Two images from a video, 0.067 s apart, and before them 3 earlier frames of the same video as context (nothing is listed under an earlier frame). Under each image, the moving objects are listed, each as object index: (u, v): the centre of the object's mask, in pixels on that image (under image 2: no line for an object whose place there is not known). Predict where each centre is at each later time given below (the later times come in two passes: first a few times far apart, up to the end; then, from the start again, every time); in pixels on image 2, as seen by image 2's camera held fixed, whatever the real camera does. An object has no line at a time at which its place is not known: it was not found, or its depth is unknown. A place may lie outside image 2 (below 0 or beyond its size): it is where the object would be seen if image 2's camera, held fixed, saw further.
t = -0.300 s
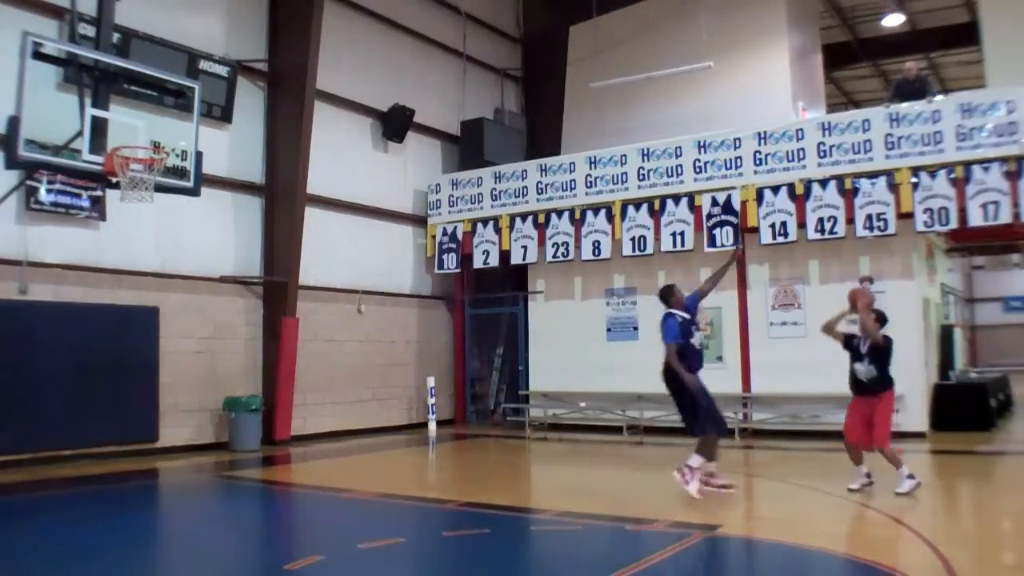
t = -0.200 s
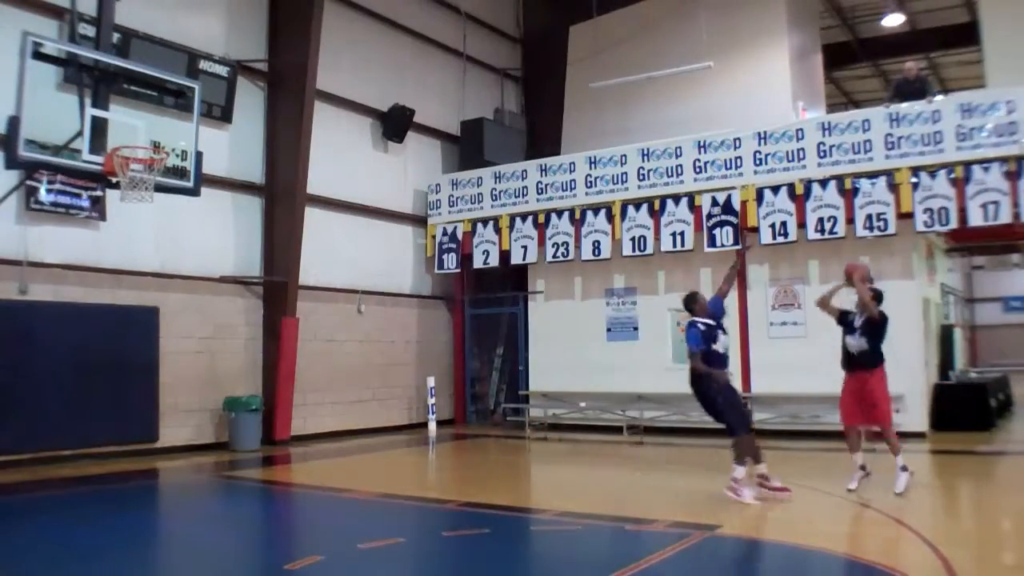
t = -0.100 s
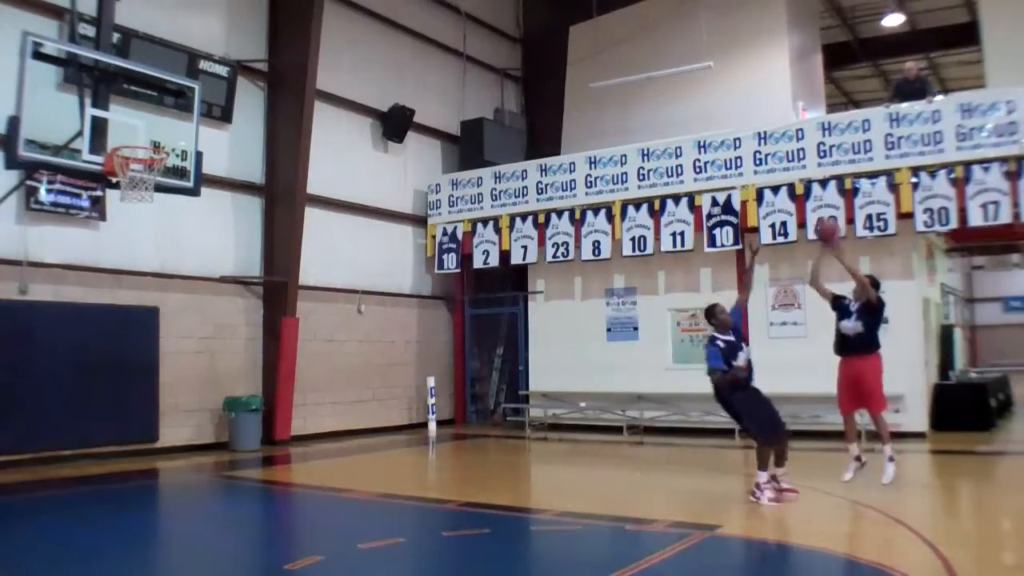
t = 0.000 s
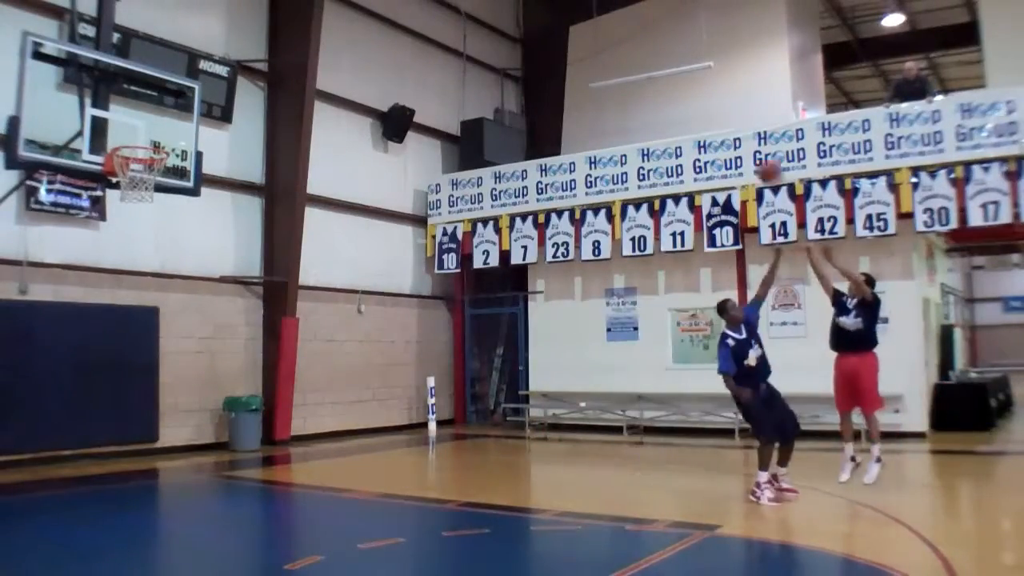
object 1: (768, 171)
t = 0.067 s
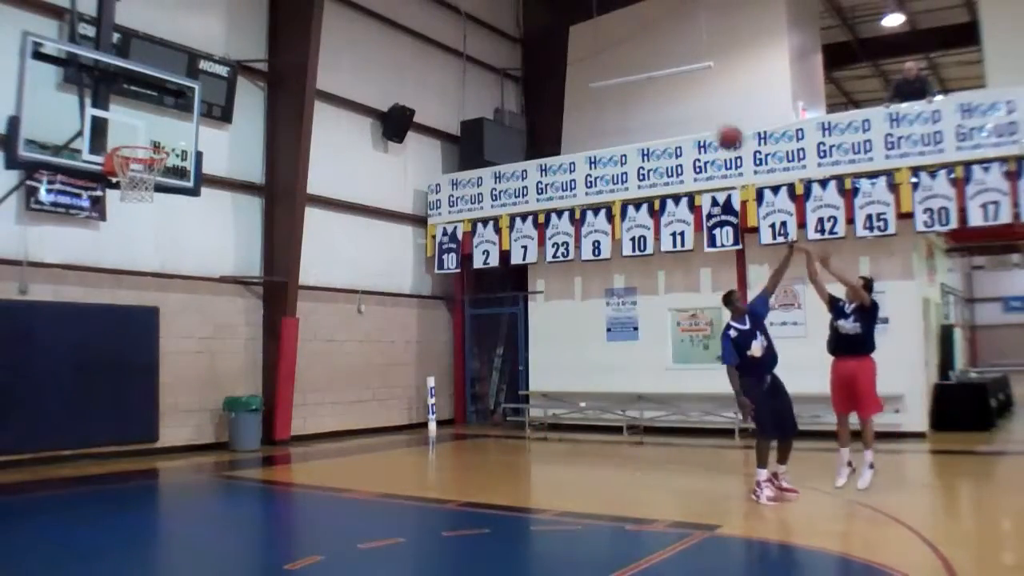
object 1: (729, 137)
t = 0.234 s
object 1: (631, 72)
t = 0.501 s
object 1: (475, 25)
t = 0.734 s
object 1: (337, 47)
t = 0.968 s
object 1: (197, 123)
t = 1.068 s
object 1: (165, 127)
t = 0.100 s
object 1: (710, 121)
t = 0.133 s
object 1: (690, 108)
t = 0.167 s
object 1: (671, 95)
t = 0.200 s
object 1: (651, 84)
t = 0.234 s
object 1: (631, 72)
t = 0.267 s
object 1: (613, 63)
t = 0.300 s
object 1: (593, 54)
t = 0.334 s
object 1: (574, 46)
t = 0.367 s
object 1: (554, 40)
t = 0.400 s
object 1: (536, 35)
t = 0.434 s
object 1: (517, 29)
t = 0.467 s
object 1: (497, 26)
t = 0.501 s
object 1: (475, 25)
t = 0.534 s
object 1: (456, 25)
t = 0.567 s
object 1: (435, 26)
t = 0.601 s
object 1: (418, 26)
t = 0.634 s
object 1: (397, 30)
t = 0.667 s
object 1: (377, 34)
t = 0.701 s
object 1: (356, 40)
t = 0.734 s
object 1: (337, 47)
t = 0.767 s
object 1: (317, 53)
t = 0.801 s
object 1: (297, 61)
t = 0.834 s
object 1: (278, 71)
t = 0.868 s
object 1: (258, 82)
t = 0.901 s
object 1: (236, 95)
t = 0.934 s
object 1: (217, 110)
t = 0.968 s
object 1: (197, 123)
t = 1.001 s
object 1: (175, 141)
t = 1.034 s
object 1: (167, 138)
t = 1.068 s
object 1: (165, 127)
